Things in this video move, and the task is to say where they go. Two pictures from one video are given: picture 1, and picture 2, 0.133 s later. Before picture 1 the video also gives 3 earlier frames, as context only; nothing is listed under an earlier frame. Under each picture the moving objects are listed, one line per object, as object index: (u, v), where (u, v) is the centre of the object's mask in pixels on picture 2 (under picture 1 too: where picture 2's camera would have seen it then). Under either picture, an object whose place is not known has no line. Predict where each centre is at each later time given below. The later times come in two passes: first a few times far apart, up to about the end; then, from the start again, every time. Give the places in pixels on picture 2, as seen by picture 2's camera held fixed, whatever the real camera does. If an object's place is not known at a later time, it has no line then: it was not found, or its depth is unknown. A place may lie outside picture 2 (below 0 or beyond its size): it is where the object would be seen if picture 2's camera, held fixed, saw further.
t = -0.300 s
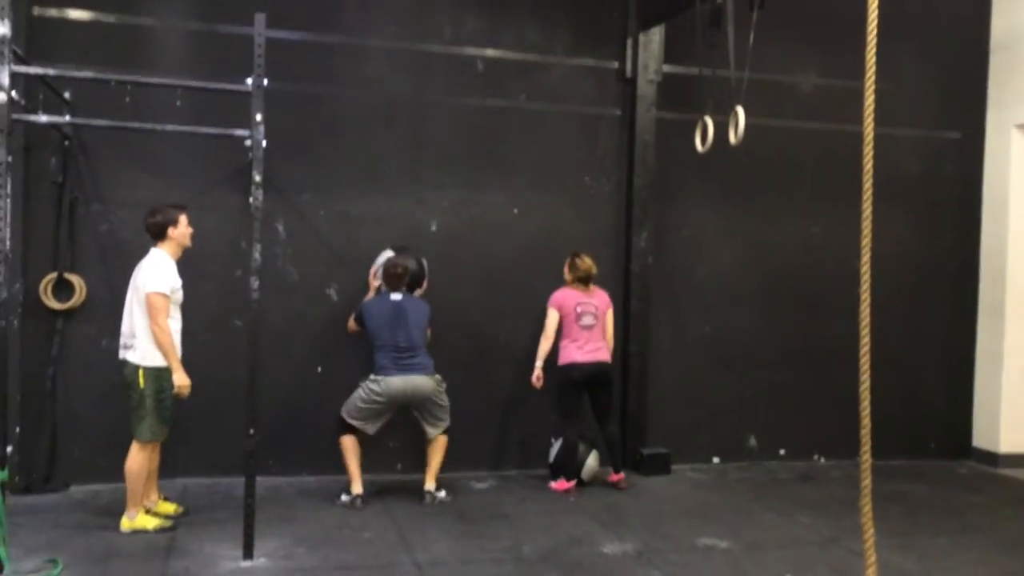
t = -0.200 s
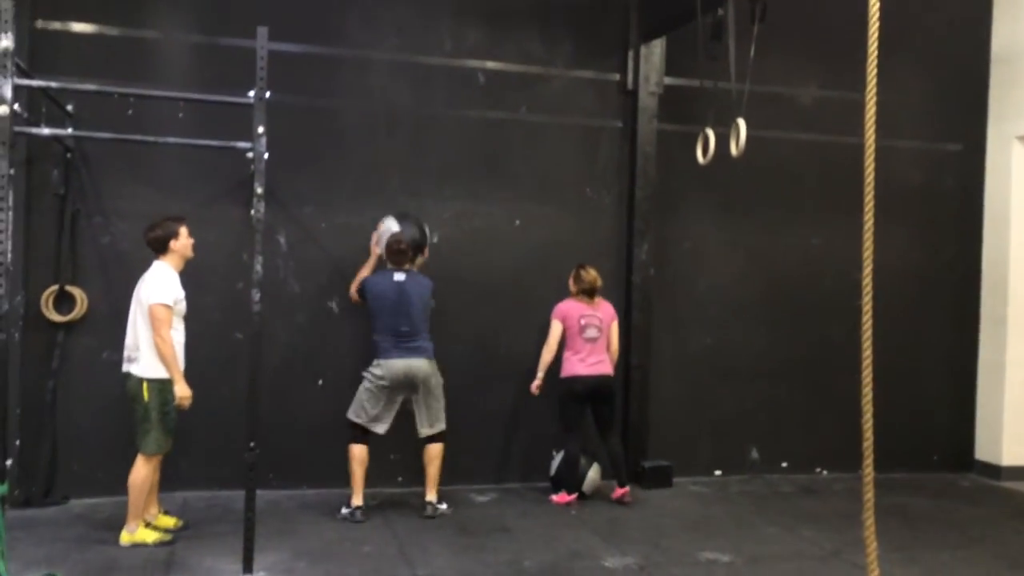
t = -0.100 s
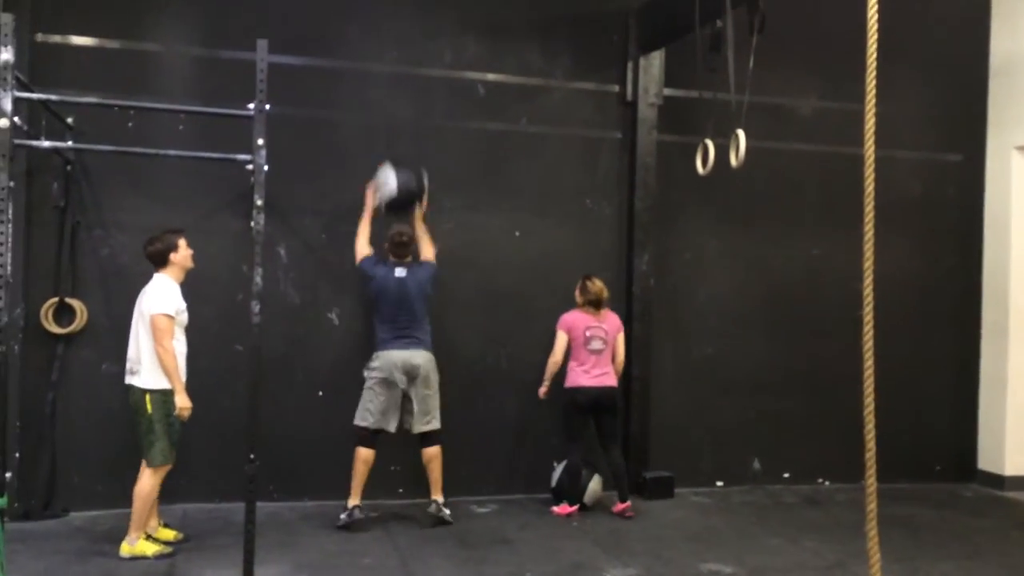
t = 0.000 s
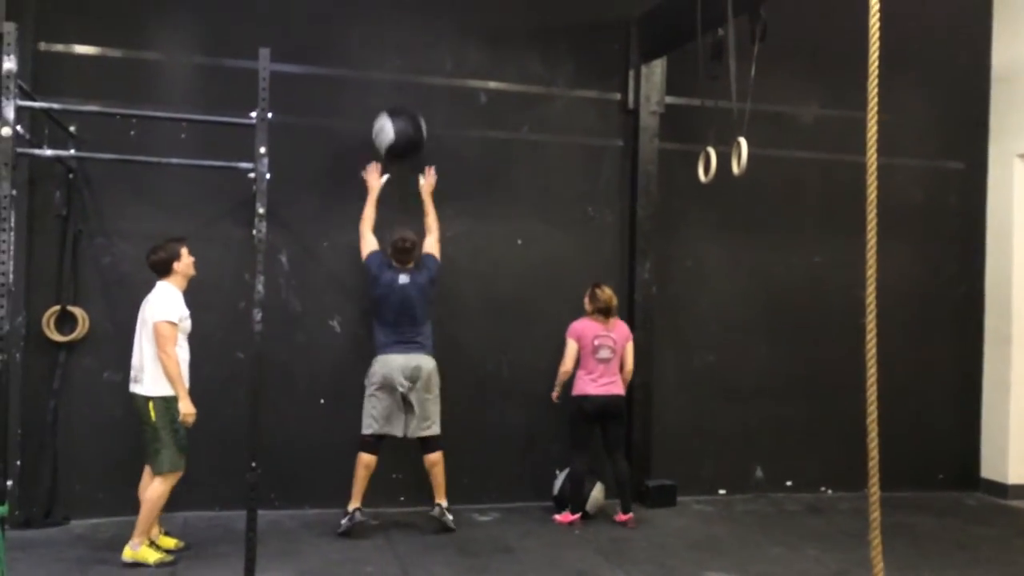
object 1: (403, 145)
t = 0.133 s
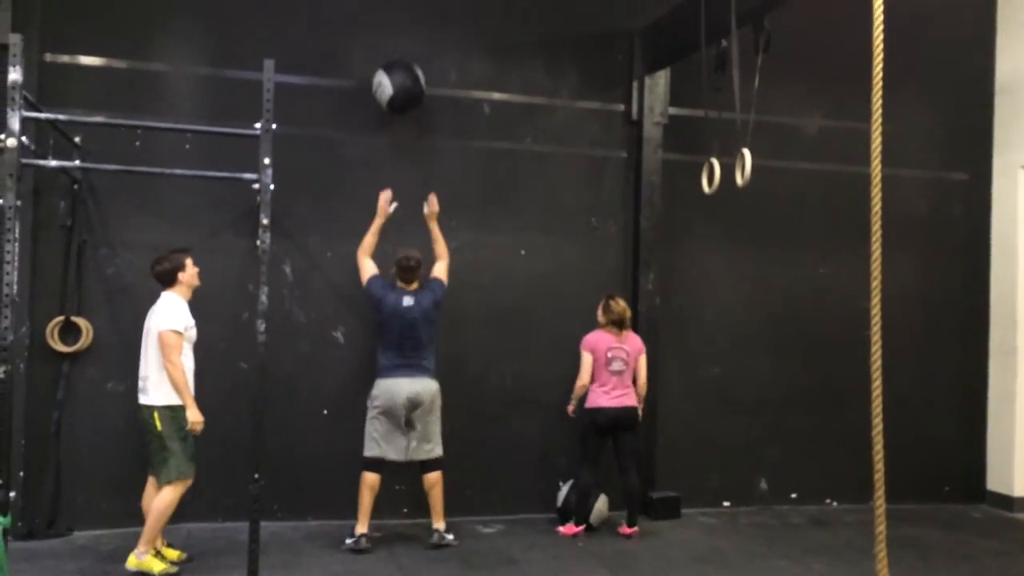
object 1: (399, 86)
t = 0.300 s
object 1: (393, 51)
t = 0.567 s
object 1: (390, 68)
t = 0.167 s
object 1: (397, 76)
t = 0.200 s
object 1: (396, 68)
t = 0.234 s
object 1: (395, 60)
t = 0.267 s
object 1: (394, 55)
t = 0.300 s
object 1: (393, 51)
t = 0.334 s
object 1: (393, 48)
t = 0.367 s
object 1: (393, 46)
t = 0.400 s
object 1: (392, 46)
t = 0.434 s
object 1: (392, 47)
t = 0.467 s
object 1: (392, 50)
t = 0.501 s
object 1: (392, 55)
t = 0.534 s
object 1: (391, 60)
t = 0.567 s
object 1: (390, 68)
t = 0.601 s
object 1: (391, 78)
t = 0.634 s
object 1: (390, 89)
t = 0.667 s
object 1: (389, 102)
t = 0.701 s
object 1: (389, 116)
